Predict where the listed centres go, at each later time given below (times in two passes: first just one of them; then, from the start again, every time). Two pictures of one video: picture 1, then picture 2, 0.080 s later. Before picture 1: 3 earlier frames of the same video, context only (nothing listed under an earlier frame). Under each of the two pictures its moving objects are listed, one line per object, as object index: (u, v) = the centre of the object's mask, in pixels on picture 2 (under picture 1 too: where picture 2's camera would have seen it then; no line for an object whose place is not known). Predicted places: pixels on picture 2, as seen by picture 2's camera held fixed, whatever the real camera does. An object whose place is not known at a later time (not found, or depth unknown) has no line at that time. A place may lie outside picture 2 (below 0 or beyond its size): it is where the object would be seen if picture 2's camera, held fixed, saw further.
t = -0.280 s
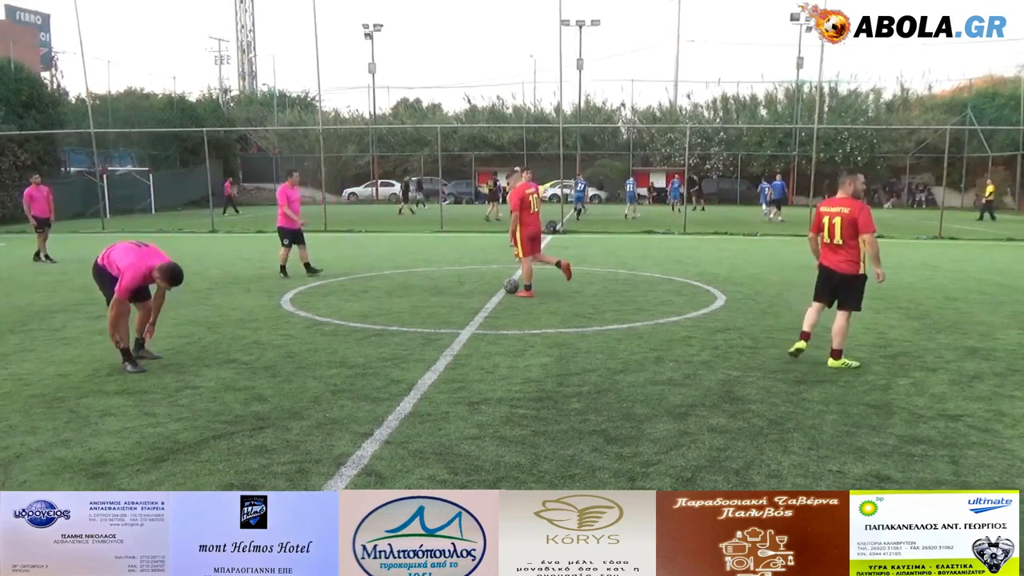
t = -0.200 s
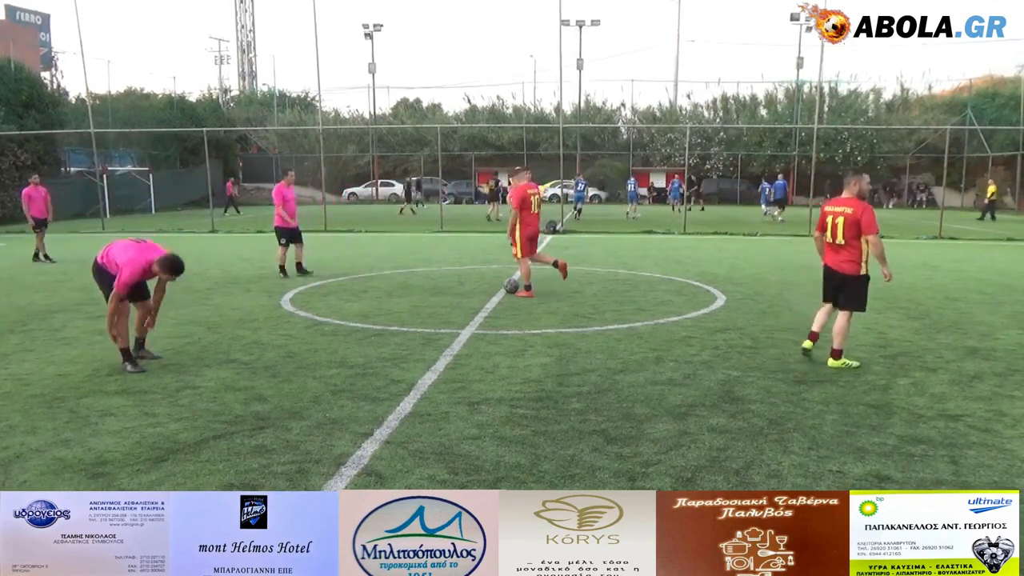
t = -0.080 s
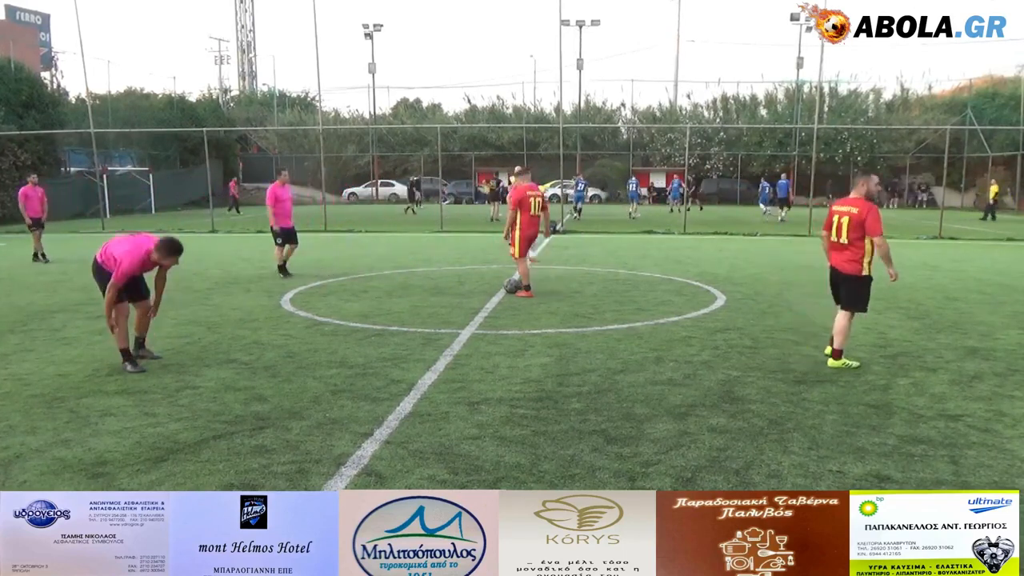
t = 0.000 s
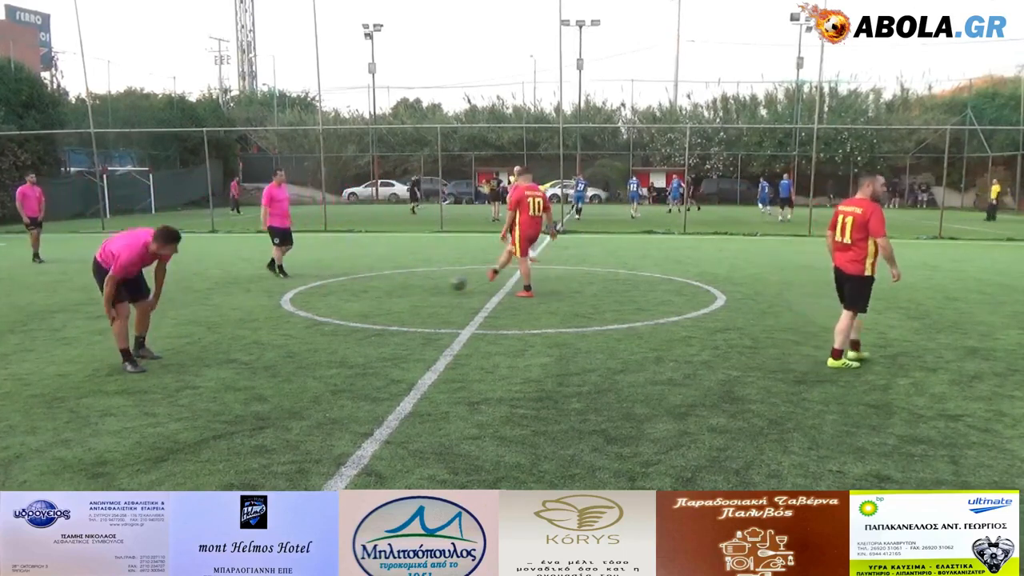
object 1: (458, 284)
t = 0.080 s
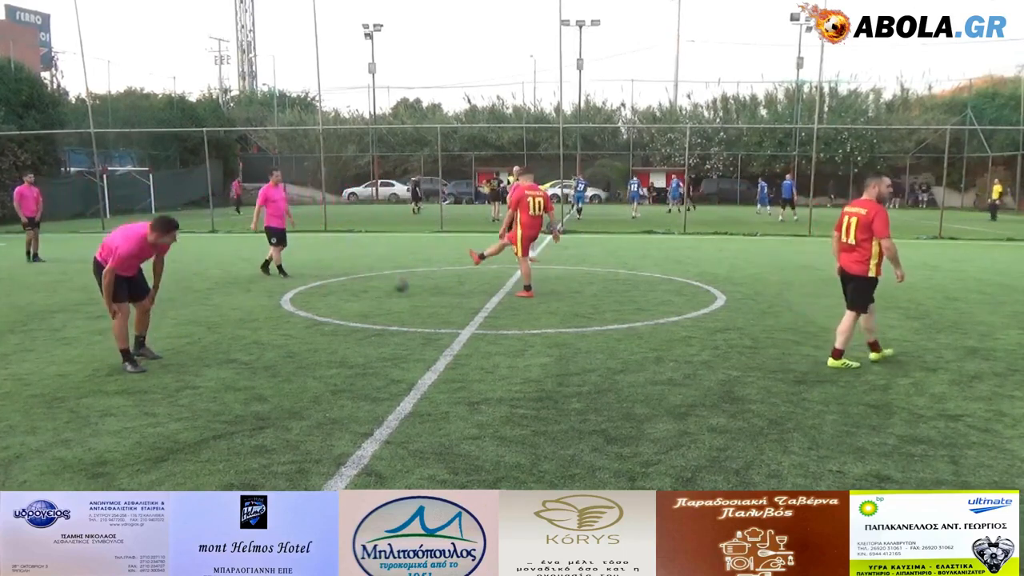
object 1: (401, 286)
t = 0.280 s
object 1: (266, 286)
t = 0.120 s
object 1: (371, 287)
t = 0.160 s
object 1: (343, 289)
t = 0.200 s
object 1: (318, 287)
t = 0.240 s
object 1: (291, 285)
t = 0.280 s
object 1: (266, 286)
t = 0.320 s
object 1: (240, 288)
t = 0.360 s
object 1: (215, 291)
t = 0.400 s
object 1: (190, 295)
